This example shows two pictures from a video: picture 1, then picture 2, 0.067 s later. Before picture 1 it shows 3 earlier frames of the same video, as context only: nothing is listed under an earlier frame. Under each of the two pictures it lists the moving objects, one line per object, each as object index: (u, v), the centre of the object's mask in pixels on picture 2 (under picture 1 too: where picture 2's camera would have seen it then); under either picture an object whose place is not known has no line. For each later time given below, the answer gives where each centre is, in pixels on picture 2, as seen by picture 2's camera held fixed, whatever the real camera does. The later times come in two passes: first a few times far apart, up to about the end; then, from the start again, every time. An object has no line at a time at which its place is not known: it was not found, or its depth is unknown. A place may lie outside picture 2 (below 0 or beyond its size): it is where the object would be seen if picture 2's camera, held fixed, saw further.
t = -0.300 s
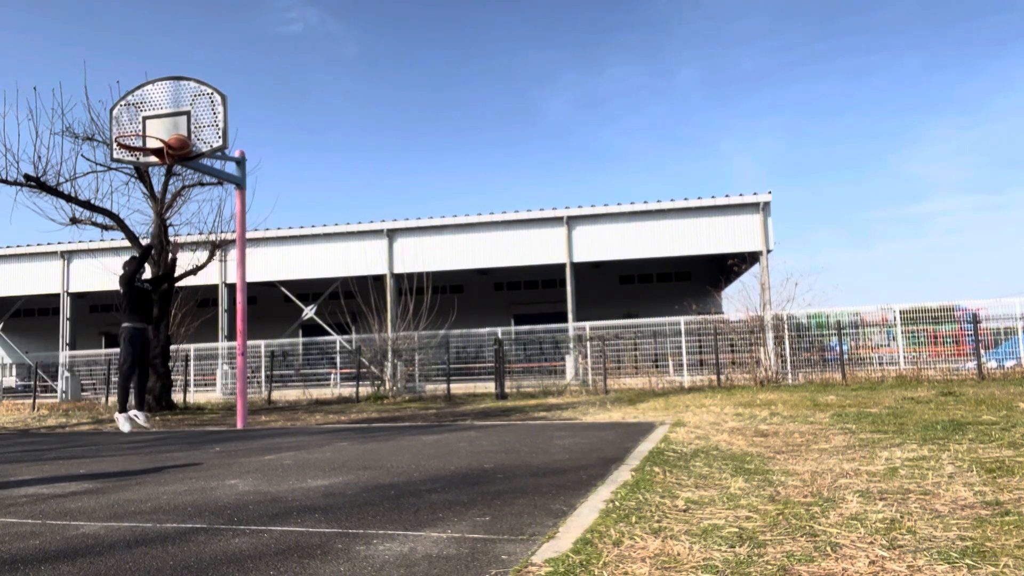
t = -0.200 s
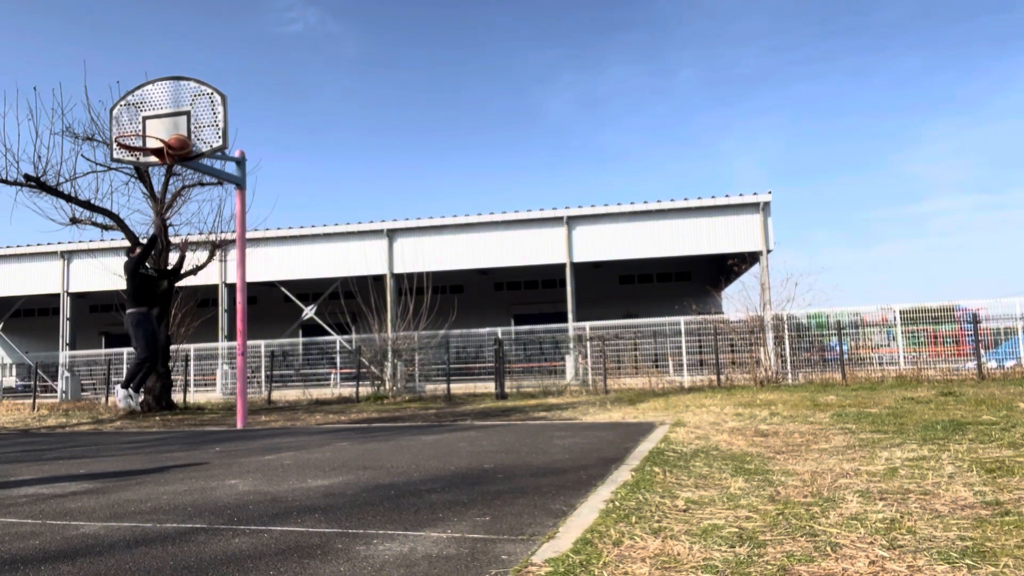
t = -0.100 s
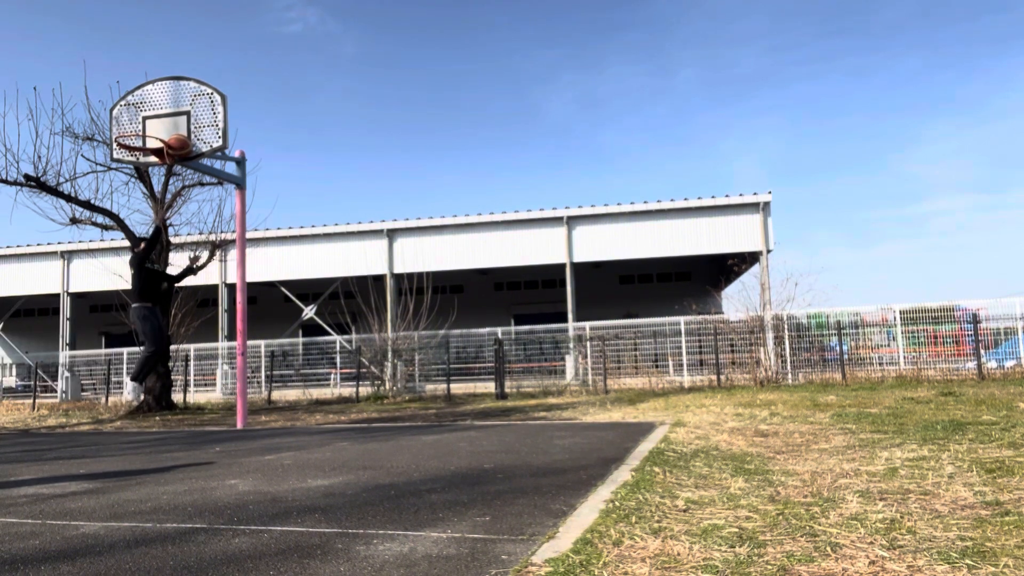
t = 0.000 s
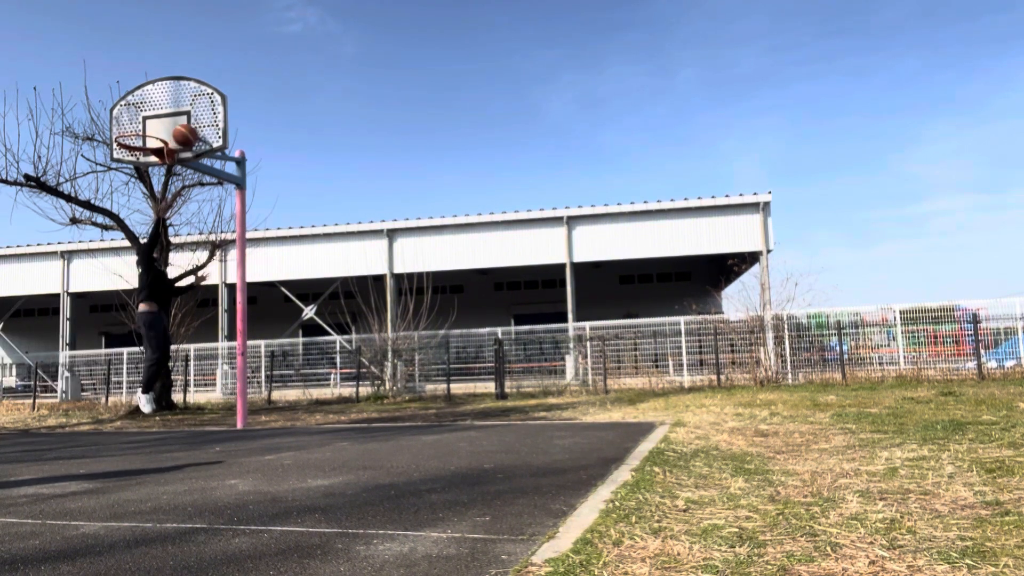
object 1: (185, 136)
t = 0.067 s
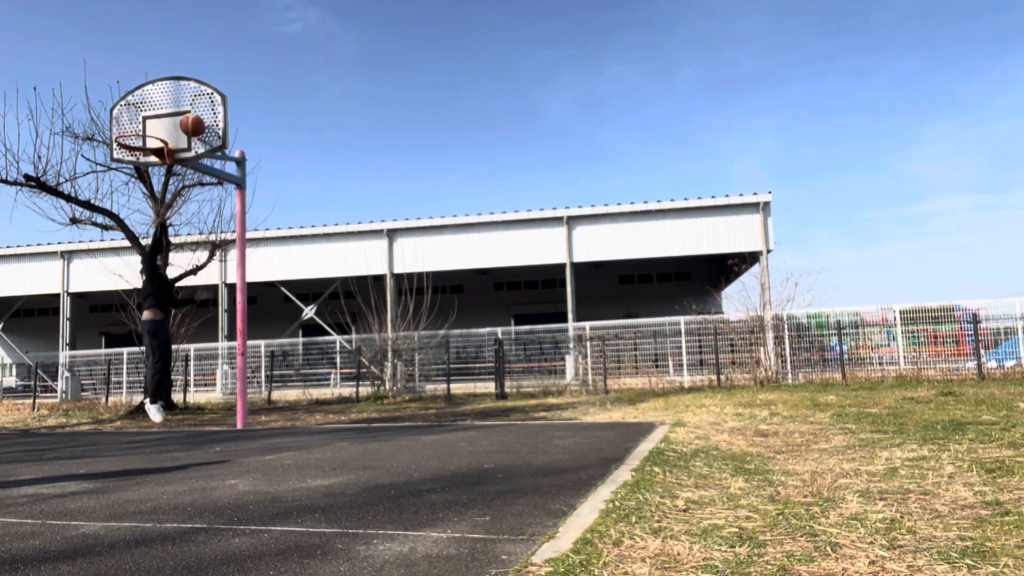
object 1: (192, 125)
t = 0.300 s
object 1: (217, 120)
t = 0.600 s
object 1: (252, 190)
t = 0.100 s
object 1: (195, 122)
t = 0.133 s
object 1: (199, 119)
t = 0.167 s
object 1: (203, 117)
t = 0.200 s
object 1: (207, 117)
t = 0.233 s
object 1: (210, 117)
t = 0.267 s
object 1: (214, 118)
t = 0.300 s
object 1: (217, 120)
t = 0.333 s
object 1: (221, 124)
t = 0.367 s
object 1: (225, 128)
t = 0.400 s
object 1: (229, 134)
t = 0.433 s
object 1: (233, 140)
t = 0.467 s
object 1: (236, 148)
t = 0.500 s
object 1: (240, 157)
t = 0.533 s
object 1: (244, 166)
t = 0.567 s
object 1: (248, 178)
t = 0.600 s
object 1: (252, 190)
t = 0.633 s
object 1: (256, 203)
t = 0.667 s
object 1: (260, 217)
